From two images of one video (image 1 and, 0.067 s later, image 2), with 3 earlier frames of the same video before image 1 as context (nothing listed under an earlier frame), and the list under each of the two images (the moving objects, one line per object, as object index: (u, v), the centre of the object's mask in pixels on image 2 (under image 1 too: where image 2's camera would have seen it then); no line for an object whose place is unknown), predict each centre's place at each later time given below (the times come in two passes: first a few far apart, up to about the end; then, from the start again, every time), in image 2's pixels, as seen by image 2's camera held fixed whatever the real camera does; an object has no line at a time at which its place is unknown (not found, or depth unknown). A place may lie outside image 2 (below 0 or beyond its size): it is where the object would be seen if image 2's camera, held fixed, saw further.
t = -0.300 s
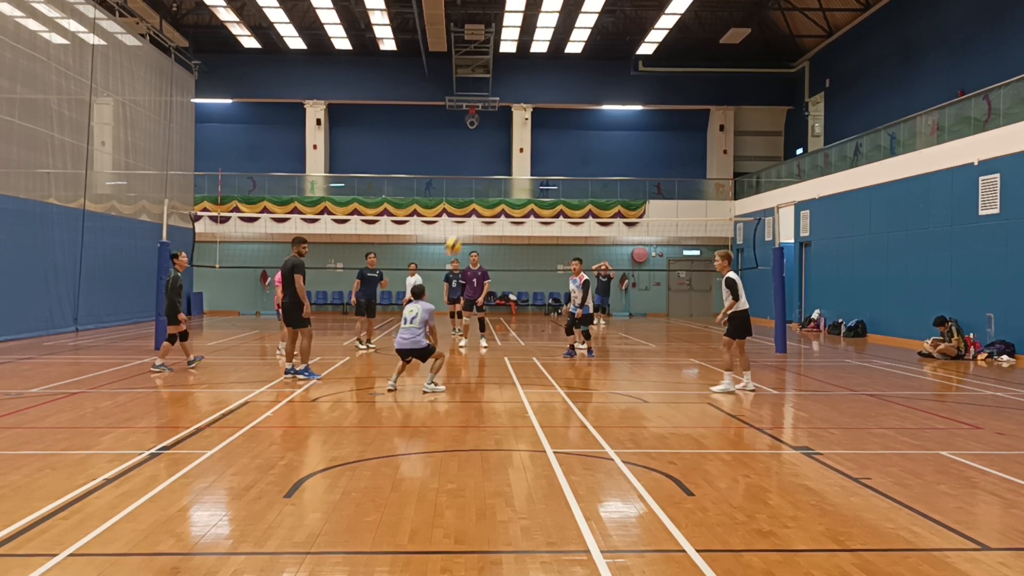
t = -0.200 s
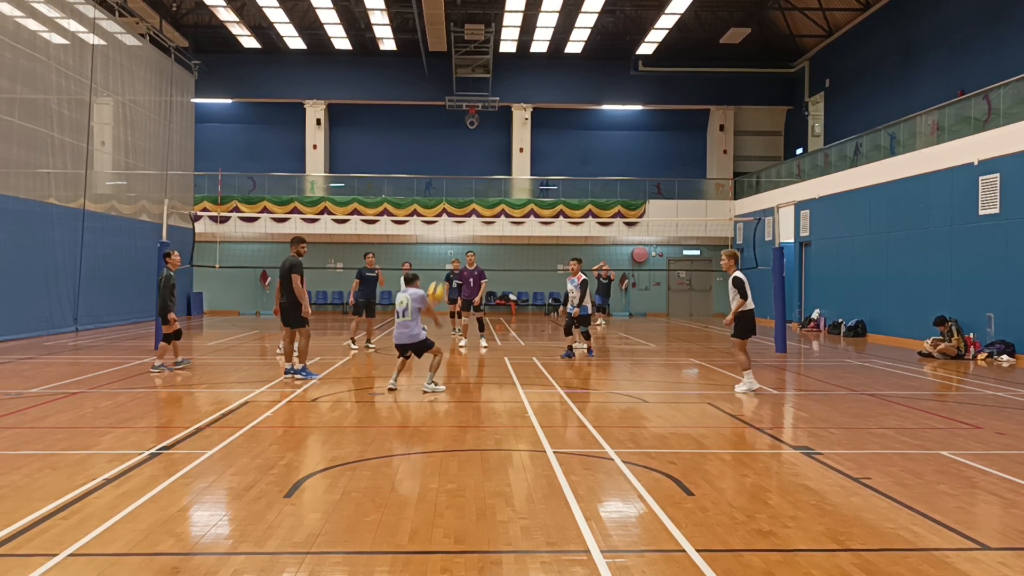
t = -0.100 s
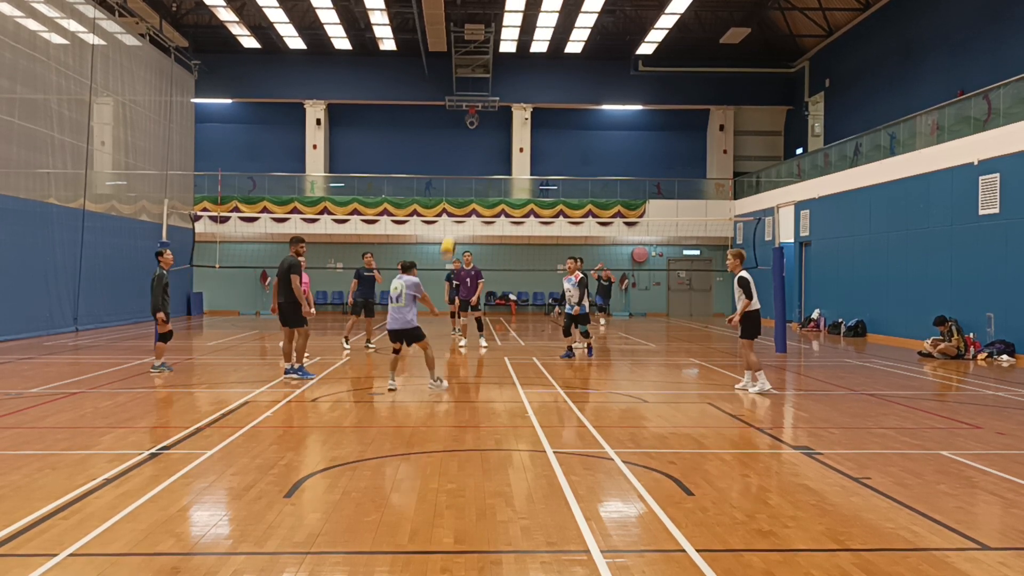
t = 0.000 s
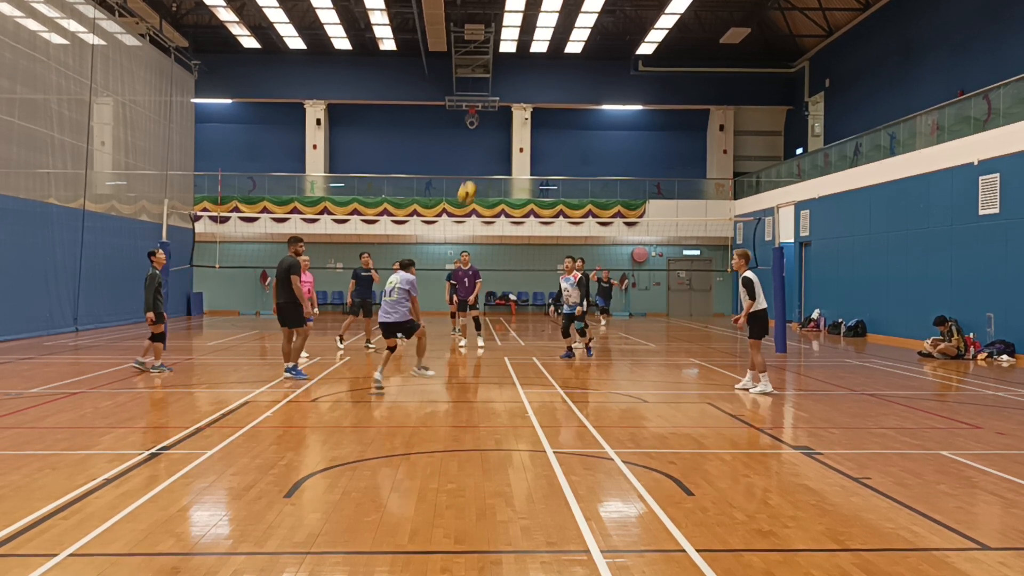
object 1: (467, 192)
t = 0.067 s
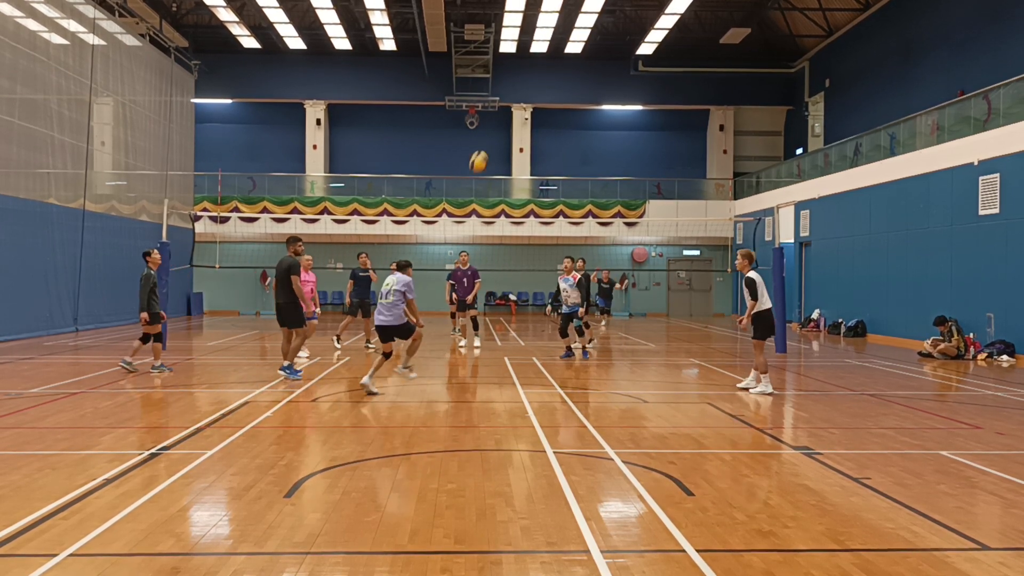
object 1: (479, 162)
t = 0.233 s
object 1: (507, 104)
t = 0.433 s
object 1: (538, 66)
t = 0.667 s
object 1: (571, 60)
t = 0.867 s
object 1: (596, 82)
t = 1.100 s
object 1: (623, 138)
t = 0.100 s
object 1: (484, 148)
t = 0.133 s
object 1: (490, 136)
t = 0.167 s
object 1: (496, 124)
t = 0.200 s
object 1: (502, 114)
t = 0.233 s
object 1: (507, 104)
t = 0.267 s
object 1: (513, 95)
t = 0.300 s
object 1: (518, 88)
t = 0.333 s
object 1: (523, 81)
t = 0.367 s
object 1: (528, 75)
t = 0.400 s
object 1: (533, 70)
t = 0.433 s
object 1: (538, 66)
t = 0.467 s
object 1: (543, 63)
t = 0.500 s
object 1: (548, 60)
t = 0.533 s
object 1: (553, 58)
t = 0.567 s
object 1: (557, 57)
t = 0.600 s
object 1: (561, 57)
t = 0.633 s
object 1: (566, 58)
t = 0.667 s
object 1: (571, 60)
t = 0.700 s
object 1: (575, 61)
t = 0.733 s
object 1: (579, 64)
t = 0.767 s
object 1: (584, 67)
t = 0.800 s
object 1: (588, 72)
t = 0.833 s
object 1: (592, 77)
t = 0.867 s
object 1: (596, 82)
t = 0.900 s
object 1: (600, 88)
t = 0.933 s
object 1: (604, 95)
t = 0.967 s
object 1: (608, 101)
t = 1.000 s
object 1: (612, 110)
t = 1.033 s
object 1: (615, 119)
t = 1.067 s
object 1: (619, 128)
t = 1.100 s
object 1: (623, 138)
